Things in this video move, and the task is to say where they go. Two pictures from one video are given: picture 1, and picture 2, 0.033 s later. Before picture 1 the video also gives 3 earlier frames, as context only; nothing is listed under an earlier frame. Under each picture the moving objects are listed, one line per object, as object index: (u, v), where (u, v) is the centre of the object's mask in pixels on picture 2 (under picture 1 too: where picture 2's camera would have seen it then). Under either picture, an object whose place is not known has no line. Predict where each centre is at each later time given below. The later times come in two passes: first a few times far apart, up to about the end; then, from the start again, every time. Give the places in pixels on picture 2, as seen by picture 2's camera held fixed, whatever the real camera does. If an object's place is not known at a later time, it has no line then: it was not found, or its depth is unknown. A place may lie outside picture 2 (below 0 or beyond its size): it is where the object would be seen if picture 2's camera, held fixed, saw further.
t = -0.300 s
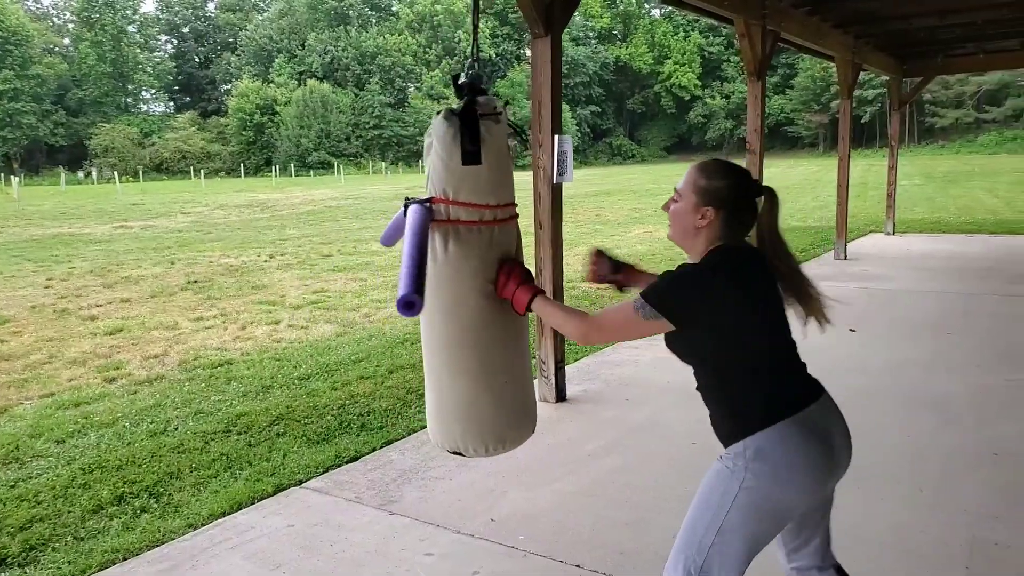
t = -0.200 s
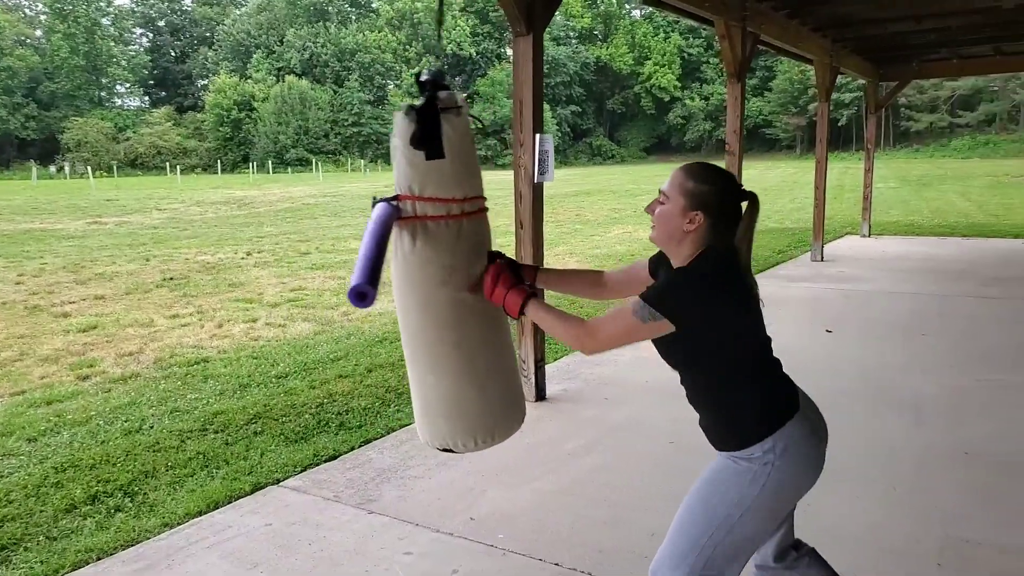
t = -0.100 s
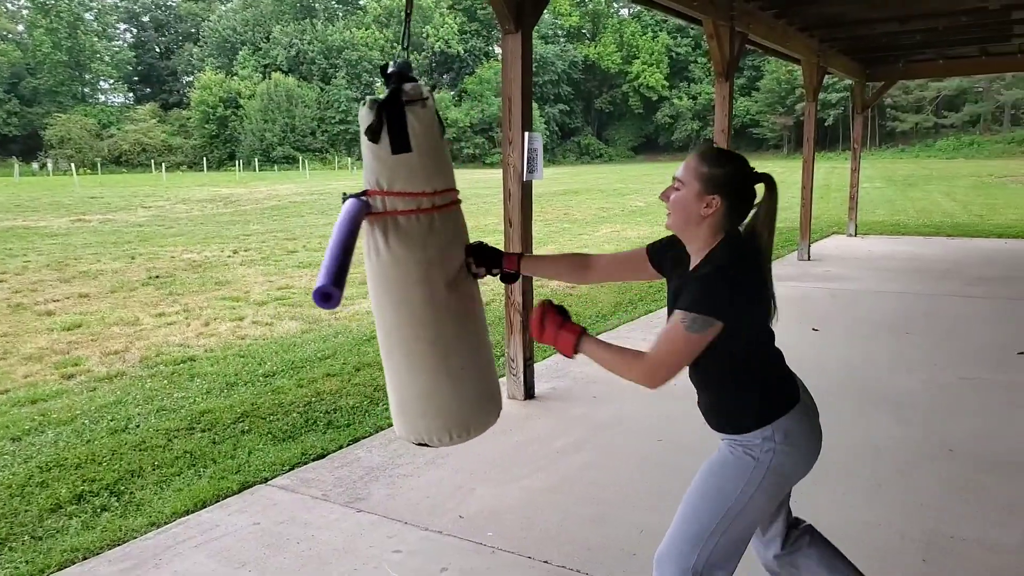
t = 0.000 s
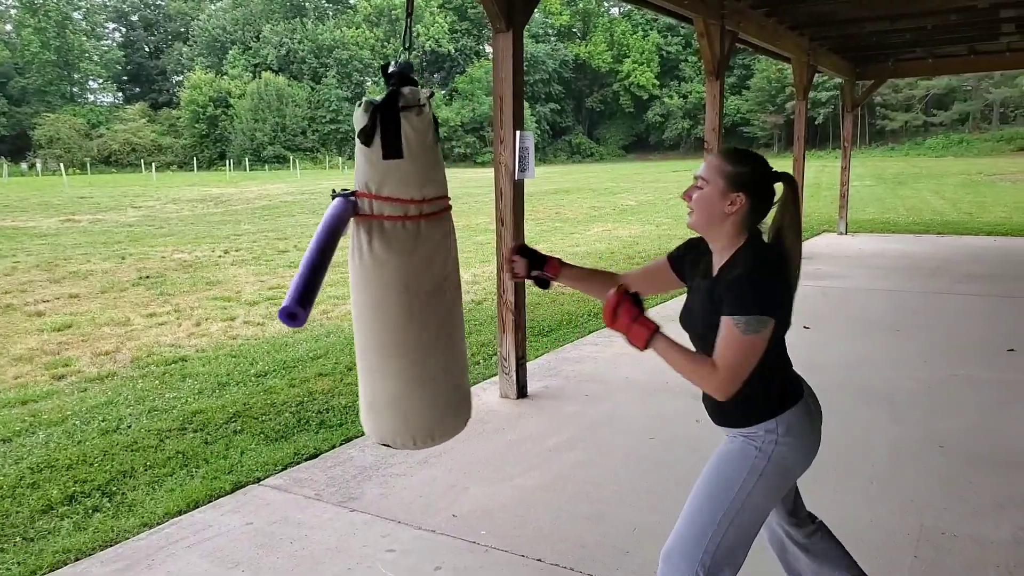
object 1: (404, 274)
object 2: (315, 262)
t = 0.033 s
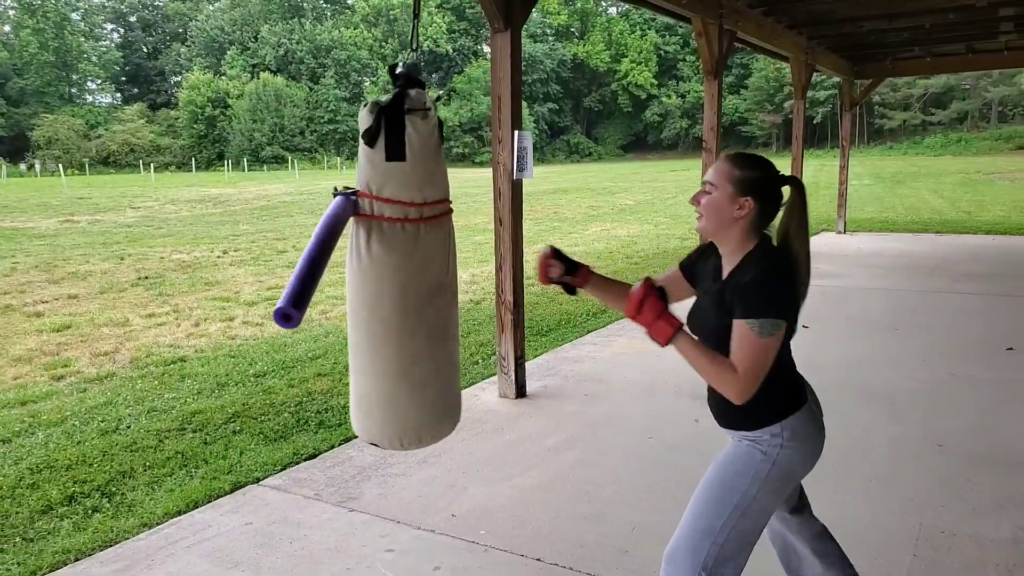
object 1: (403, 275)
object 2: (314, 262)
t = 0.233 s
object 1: (398, 271)
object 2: (314, 233)
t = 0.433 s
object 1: (395, 271)
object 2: (302, 247)
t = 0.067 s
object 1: (402, 275)
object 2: (314, 258)
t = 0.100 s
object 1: (401, 274)
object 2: (316, 251)
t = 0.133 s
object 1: (401, 272)
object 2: (315, 245)
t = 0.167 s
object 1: (400, 271)
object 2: (315, 239)
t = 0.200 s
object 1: (399, 270)
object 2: (315, 234)
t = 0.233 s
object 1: (398, 271)
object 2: (314, 233)
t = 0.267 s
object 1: (397, 272)
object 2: (313, 233)
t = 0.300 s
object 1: (396, 273)
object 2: (312, 235)
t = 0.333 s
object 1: (395, 274)
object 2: (309, 238)
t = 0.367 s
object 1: (395, 274)
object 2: (306, 240)
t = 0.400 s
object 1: (395, 273)
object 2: (304, 242)
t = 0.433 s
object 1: (395, 271)
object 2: (302, 247)
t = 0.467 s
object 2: (302, 249)
